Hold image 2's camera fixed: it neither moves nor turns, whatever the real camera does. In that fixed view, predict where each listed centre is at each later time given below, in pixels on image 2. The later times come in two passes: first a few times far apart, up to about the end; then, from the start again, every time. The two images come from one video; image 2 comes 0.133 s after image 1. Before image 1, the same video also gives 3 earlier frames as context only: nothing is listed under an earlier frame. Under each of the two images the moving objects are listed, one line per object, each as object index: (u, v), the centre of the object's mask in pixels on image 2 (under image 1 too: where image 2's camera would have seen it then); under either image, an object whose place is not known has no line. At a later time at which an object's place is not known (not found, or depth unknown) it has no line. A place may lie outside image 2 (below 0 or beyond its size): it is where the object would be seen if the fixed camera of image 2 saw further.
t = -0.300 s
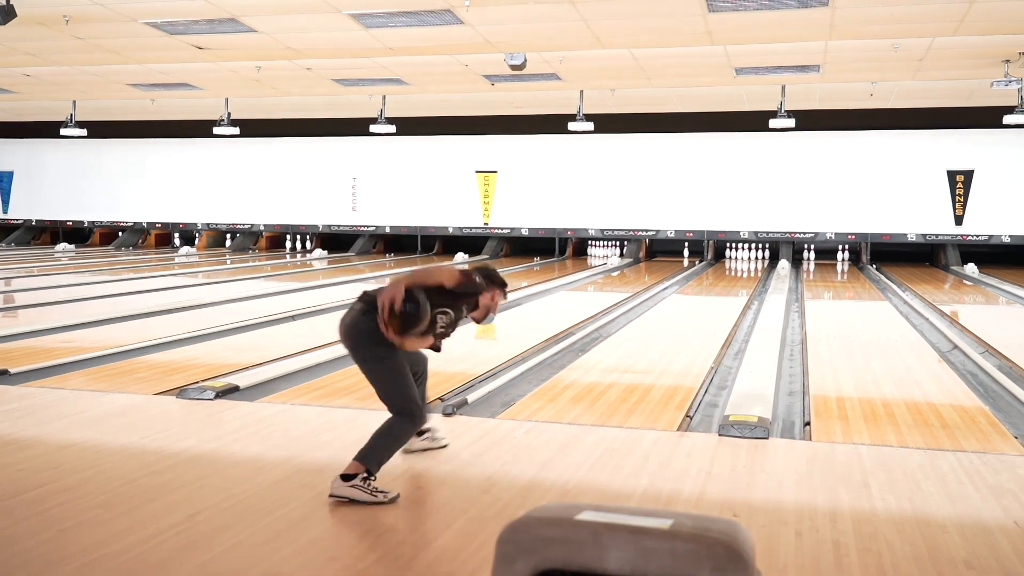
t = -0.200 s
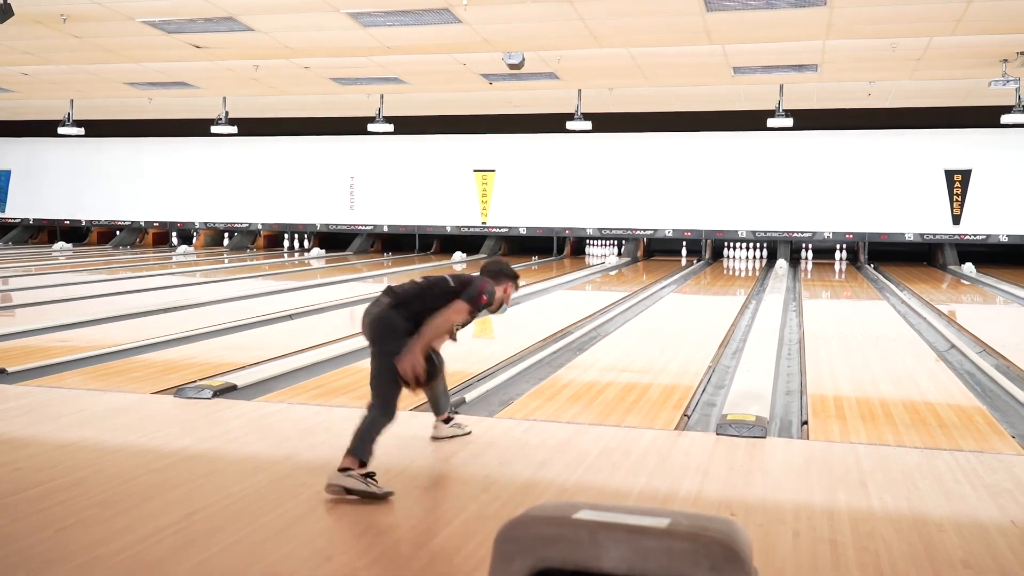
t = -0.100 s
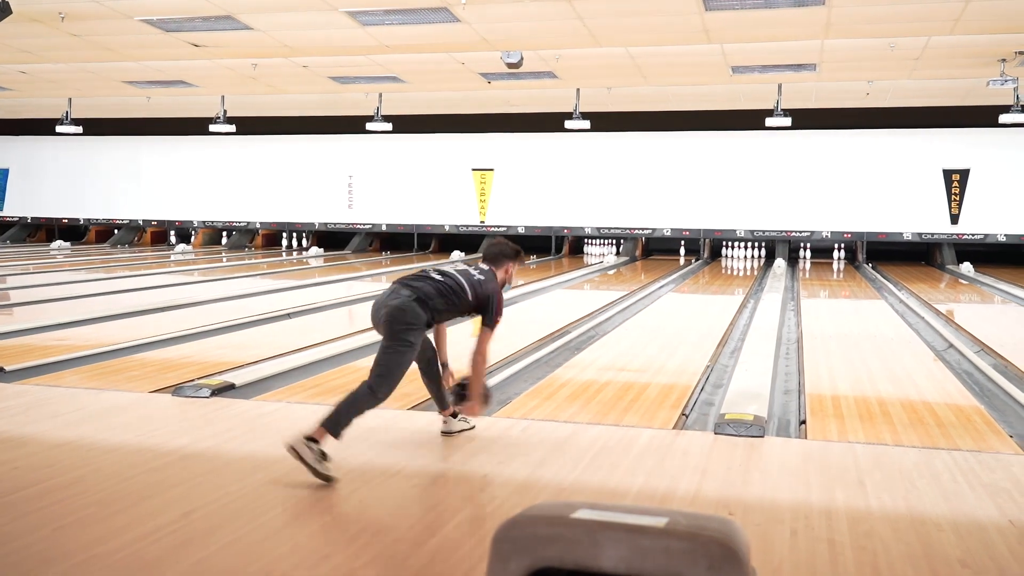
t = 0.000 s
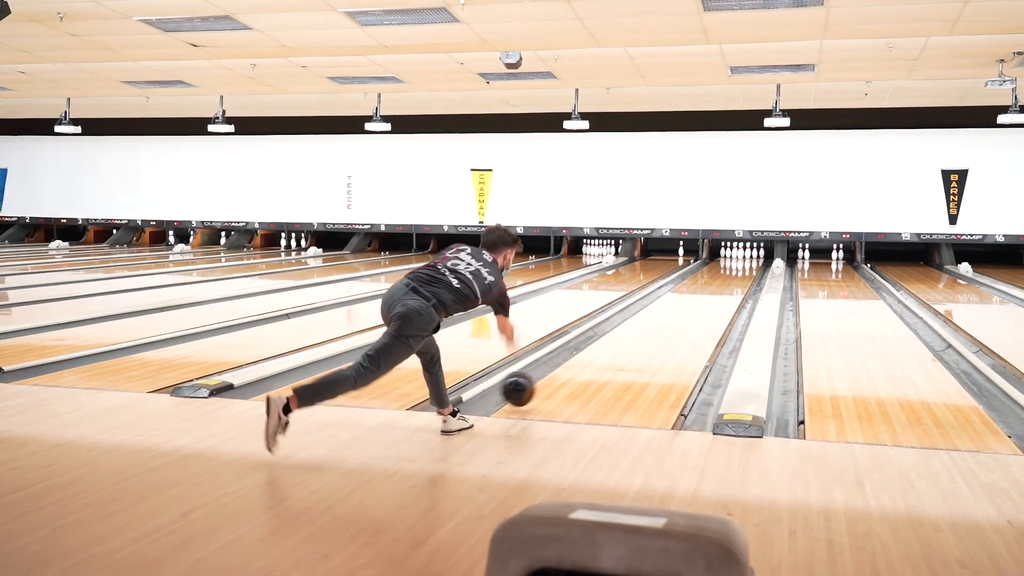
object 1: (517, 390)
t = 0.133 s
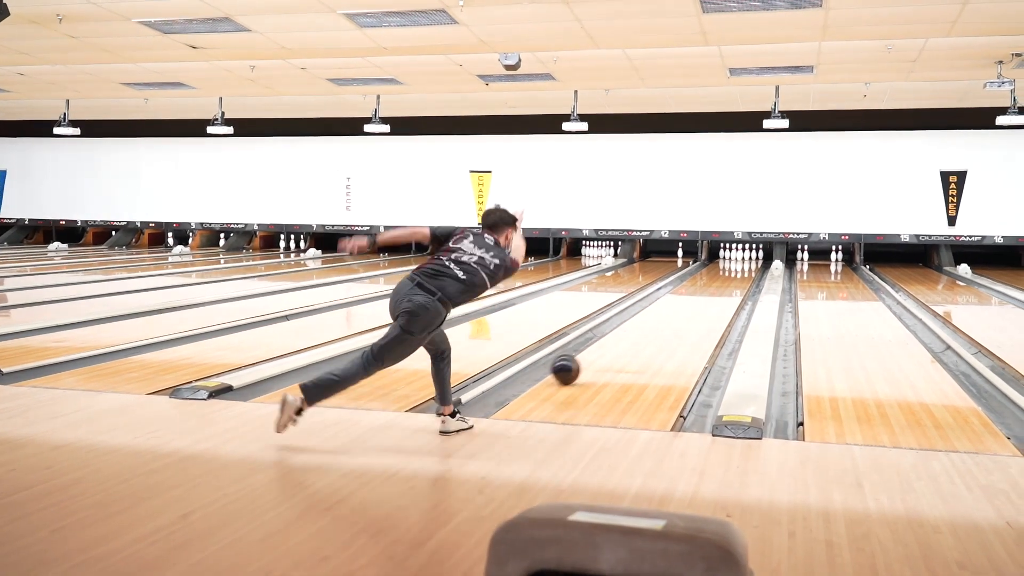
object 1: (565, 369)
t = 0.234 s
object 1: (593, 353)
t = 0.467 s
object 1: (641, 327)
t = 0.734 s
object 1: (678, 307)
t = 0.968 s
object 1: (700, 294)
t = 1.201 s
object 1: (716, 284)
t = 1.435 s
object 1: (729, 276)
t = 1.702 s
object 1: (739, 269)
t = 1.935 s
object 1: (745, 265)
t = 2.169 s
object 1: (746, 260)
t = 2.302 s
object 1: (745, 258)
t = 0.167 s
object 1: (576, 364)
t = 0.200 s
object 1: (585, 358)
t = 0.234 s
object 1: (593, 353)
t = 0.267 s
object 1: (602, 349)
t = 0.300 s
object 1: (609, 344)
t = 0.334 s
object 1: (617, 340)
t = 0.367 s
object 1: (623, 336)
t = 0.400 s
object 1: (630, 333)
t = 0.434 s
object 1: (636, 330)
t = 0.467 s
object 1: (641, 327)
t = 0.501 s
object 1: (647, 324)
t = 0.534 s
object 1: (652, 321)
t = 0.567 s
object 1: (657, 318)
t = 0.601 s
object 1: (661, 316)
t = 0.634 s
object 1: (666, 313)
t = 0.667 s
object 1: (670, 311)
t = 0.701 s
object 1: (674, 309)
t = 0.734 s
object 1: (678, 307)
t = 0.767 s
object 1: (681, 305)
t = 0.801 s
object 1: (684, 303)
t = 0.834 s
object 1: (688, 301)
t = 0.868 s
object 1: (691, 299)
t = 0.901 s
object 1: (694, 297)
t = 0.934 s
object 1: (697, 295)
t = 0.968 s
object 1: (700, 294)
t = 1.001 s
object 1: (702, 292)
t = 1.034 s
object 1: (705, 291)
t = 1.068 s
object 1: (707, 289)
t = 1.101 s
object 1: (710, 288)
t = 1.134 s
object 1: (712, 287)
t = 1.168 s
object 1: (714, 286)
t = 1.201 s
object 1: (716, 284)
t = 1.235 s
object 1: (718, 283)
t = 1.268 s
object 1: (720, 282)
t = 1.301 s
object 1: (722, 281)
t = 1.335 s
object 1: (723, 280)
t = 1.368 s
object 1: (725, 279)
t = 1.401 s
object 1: (727, 277)
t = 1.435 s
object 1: (729, 276)
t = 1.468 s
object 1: (730, 275)
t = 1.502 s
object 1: (732, 275)
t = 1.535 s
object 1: (733, 274)
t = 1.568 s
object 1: (734, 273)
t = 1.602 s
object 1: (736, 272)
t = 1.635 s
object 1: (737, 271)
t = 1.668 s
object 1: (738, 270)
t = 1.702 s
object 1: (739, 269)
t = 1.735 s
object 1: (740, 269)
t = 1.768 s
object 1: (741, 268)
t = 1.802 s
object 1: (742, 267)
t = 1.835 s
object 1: (743, 266)
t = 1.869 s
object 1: (744, 266)
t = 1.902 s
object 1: (744, 265)
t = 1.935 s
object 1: (745, 265)
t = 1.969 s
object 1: (746, 264)
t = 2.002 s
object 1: (746, 263)
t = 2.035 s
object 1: (746, 263)
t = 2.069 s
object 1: (746, 262)
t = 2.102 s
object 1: (746, 261)
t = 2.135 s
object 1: (746, 261)
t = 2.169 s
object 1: (746, 260)
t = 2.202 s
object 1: (746, 260)
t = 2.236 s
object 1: (746, 259)
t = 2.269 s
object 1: (746, 259)
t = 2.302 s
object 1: (745, 258)
